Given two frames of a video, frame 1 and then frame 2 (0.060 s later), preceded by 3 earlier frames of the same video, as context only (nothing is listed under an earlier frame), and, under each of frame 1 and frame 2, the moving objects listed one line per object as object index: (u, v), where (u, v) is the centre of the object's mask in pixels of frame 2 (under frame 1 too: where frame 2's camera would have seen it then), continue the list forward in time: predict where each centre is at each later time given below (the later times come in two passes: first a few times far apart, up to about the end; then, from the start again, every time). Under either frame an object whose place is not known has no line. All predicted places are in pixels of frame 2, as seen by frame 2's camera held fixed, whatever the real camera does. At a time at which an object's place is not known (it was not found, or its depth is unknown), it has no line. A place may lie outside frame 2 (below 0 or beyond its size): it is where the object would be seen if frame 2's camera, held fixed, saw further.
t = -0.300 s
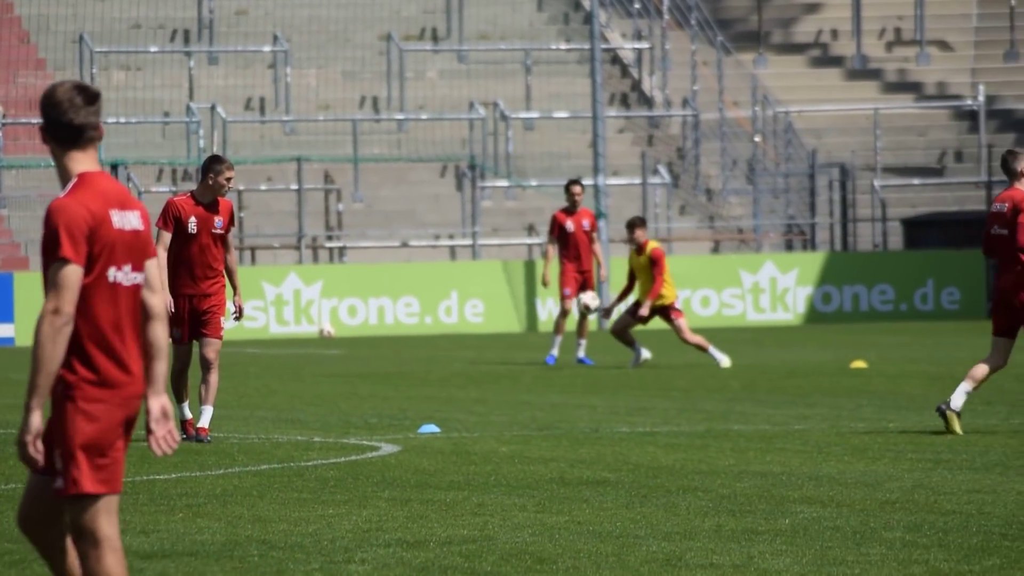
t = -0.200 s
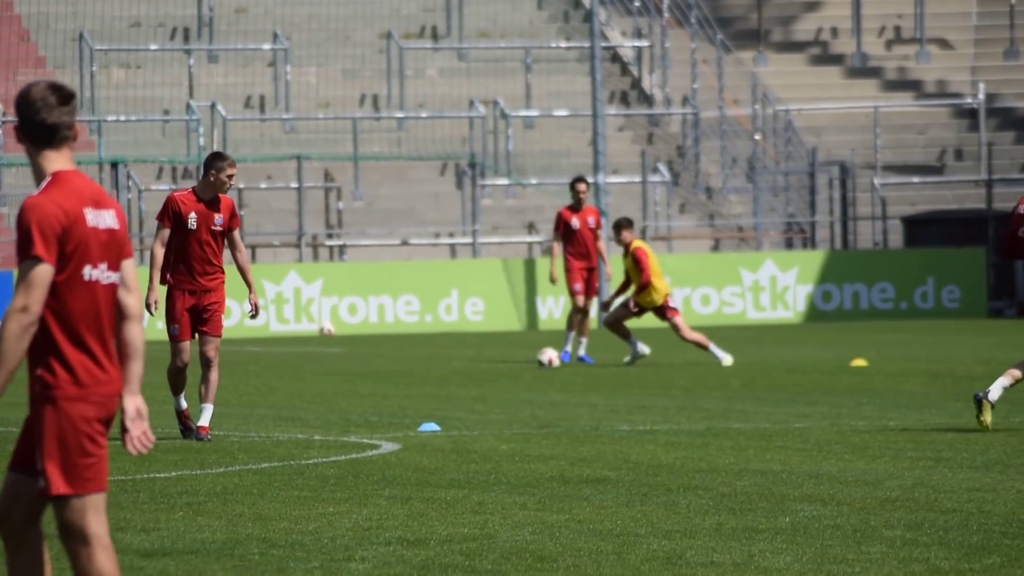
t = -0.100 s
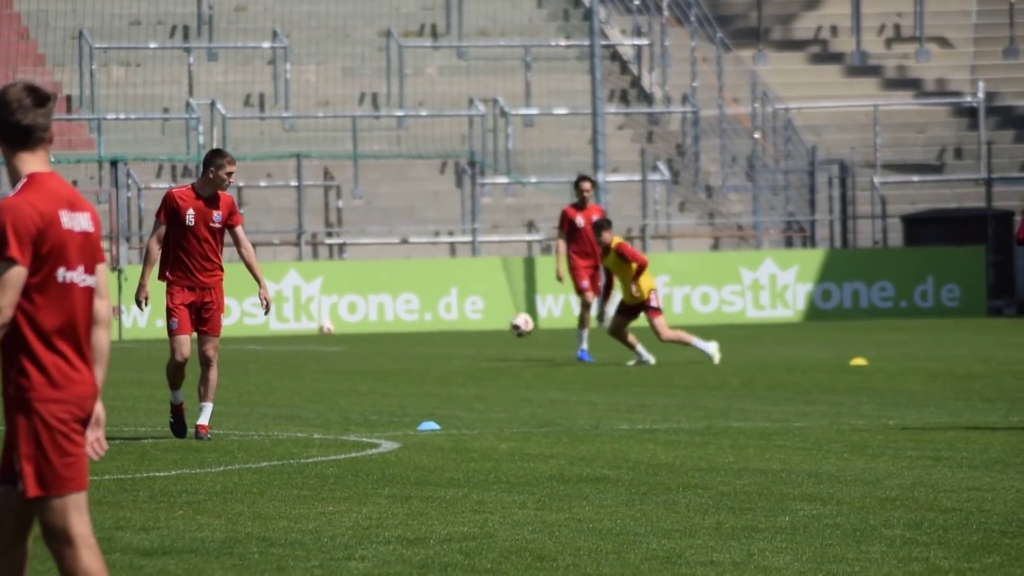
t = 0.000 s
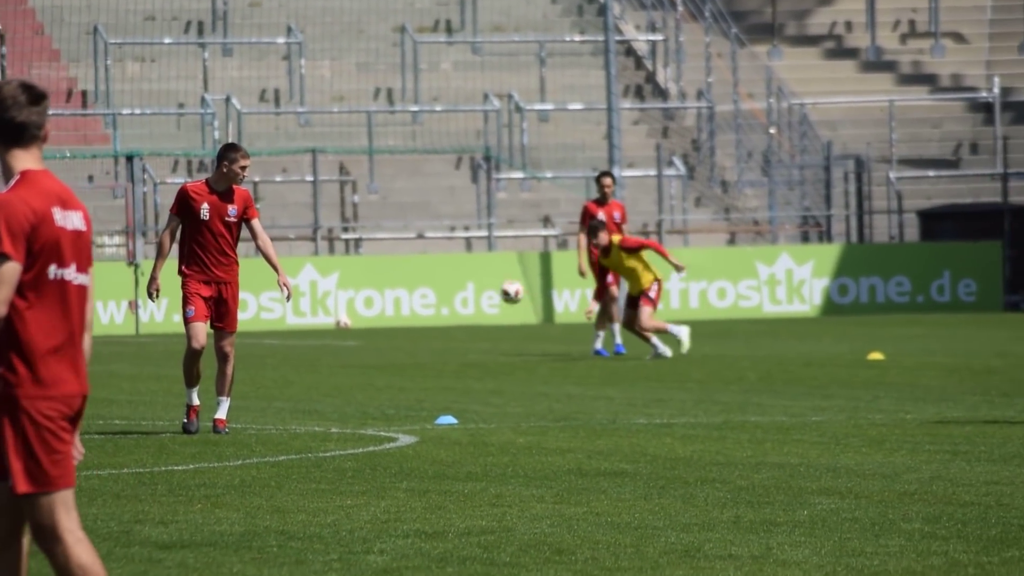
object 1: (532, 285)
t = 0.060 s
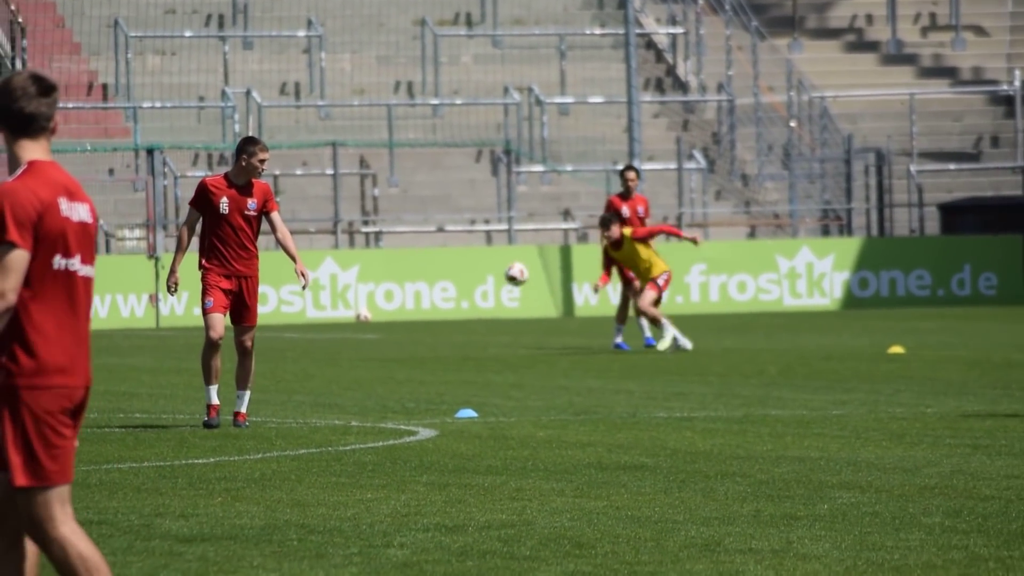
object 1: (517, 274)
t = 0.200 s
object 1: (480, 263)
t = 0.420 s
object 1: (425, 289)
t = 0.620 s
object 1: (378, 353)
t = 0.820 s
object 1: (332, 324)
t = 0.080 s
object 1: (511, 271)
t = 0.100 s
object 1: (506, 269)
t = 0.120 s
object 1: (500, 266)
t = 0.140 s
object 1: (495, 265)
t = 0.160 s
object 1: (489, 263)
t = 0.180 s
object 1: (484, 263)
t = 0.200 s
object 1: (480, 263)
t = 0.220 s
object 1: (474, 263)
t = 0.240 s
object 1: (470, 264)
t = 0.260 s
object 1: (464, 265)
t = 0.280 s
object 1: (459, 266)
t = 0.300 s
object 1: (455, 268)
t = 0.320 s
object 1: (450, 270)
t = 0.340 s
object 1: (445, 273)
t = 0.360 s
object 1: (440, 277)
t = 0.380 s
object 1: (435, 280)
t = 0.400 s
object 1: (430, 284)
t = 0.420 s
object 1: (425, 289)
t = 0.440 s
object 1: (421, 293)
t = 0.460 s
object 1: (416, 300)
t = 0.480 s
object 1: (411, 307)
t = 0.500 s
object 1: (406, 313)
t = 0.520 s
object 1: (401, 320)
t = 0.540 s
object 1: (397, 327)
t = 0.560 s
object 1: (392, 334)
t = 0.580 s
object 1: (387, 342)
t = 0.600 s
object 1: (382, 351)
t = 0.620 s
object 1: (378, 353)
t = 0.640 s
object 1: (373, 350)
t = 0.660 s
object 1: (369, 345)
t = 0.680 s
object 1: (363, 341)
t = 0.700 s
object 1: (359, 336)
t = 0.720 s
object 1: (355, 334)
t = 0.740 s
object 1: (350, 331)
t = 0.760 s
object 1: (346, 329)
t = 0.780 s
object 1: (340, 328)
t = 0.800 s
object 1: (336, 325)
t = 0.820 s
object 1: (332, 324)
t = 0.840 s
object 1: (328, 325)
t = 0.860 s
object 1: (323, 325)
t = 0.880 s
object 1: (318, 325)
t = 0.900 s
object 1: (314, 326)
